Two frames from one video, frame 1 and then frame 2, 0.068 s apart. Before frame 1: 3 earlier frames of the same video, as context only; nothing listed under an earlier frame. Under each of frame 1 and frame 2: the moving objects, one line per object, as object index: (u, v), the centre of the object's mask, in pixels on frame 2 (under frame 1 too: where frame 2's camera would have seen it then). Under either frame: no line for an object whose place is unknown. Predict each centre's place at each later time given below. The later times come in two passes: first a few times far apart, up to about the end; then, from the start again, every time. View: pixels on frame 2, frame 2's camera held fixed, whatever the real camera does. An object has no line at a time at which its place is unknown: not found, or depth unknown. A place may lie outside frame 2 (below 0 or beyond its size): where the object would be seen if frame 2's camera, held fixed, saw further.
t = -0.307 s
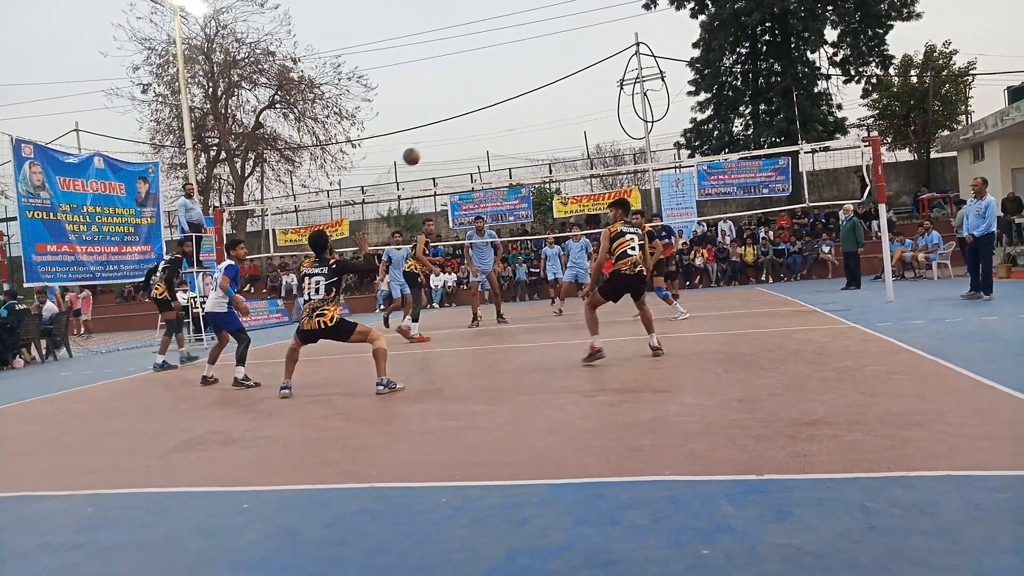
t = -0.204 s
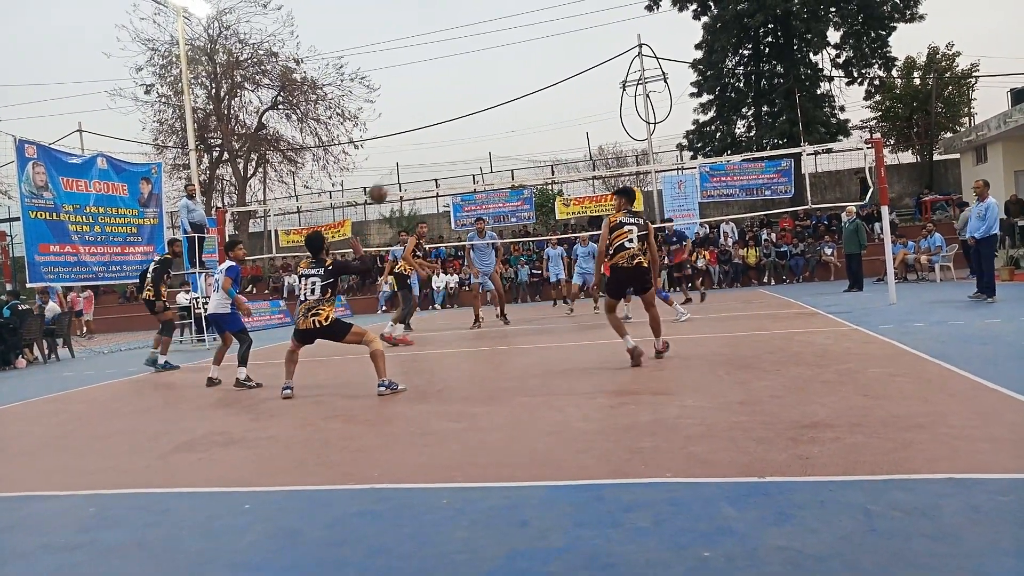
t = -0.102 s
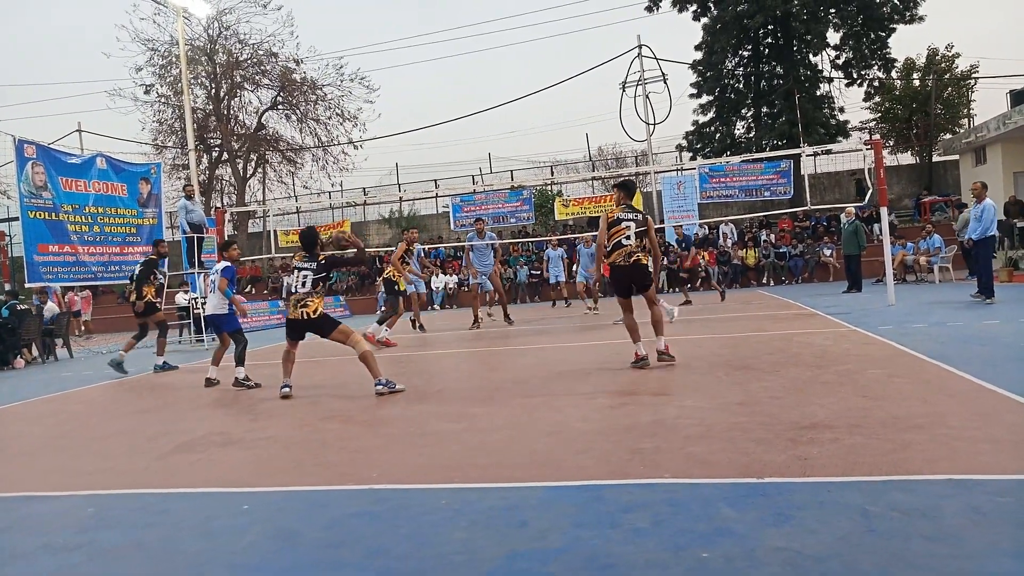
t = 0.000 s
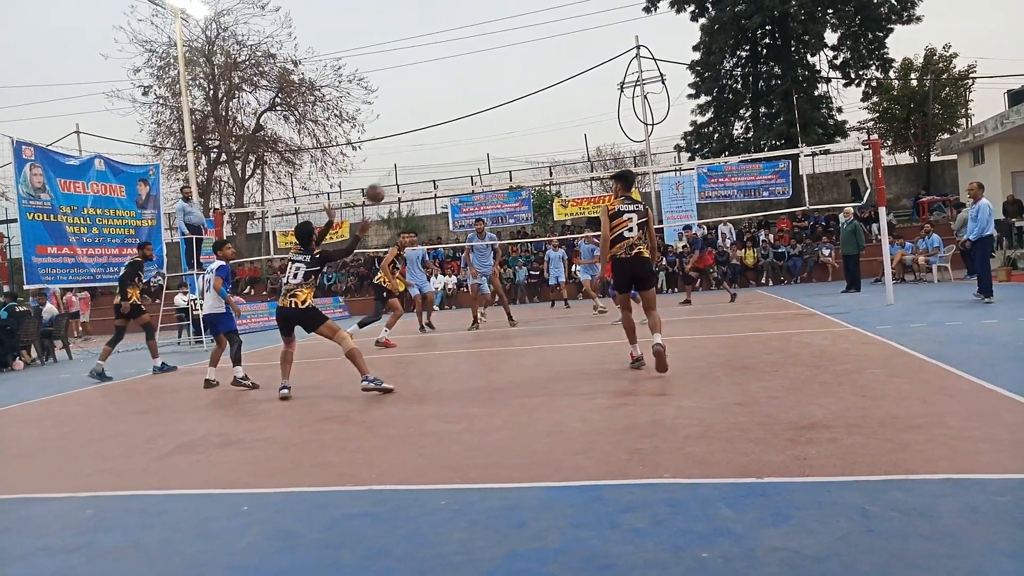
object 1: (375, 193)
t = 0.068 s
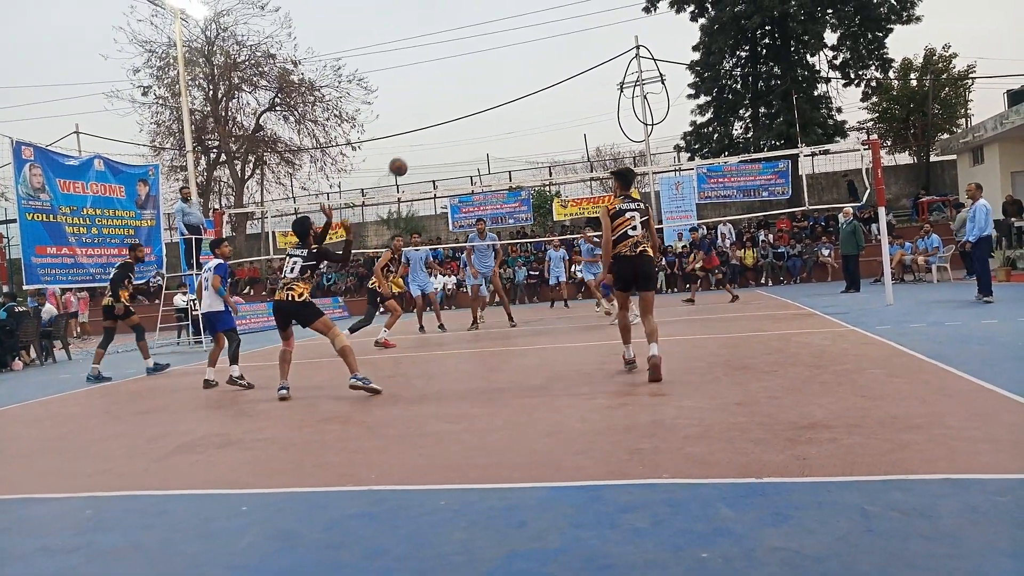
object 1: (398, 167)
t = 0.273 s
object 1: (461, 122)
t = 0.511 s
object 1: (521, 118)
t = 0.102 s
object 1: (409, 156)
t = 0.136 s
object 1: (420, 147)
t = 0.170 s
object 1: (431, 139)
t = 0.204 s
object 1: (442, 132)
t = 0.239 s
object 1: (451, 126)
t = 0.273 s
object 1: (461, 122)
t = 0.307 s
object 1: (470, 118)
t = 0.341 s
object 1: (479, 116)
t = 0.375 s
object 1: (488, 114)
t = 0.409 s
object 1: (497, 114)
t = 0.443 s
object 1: (505, 114)
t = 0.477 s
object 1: (514, 116)
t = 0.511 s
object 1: (521, 118)
